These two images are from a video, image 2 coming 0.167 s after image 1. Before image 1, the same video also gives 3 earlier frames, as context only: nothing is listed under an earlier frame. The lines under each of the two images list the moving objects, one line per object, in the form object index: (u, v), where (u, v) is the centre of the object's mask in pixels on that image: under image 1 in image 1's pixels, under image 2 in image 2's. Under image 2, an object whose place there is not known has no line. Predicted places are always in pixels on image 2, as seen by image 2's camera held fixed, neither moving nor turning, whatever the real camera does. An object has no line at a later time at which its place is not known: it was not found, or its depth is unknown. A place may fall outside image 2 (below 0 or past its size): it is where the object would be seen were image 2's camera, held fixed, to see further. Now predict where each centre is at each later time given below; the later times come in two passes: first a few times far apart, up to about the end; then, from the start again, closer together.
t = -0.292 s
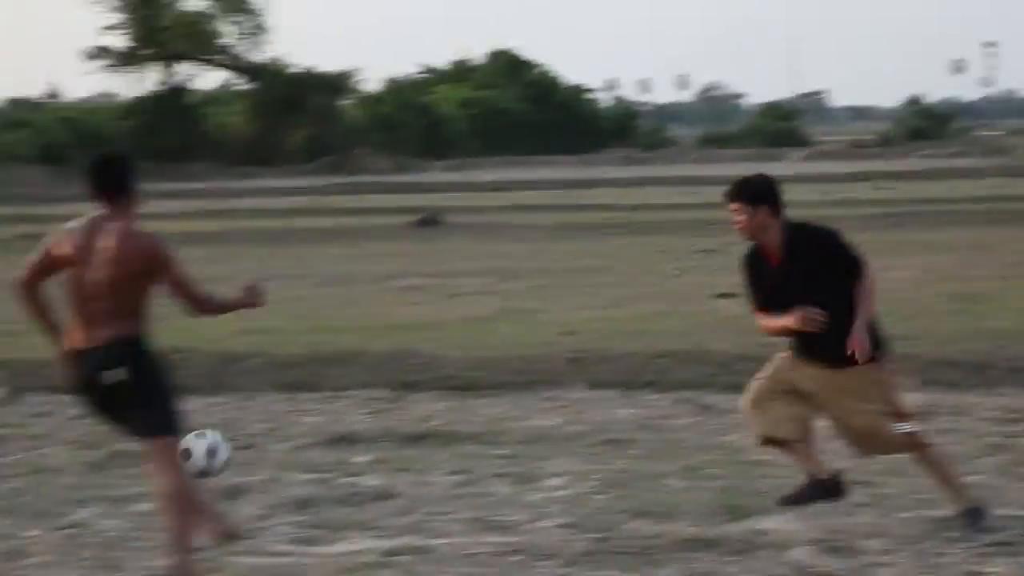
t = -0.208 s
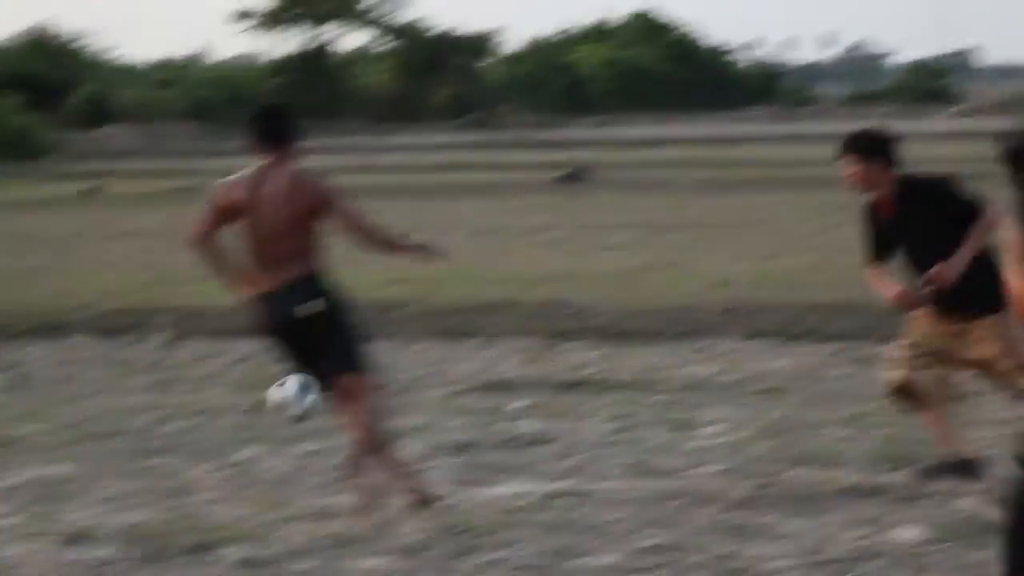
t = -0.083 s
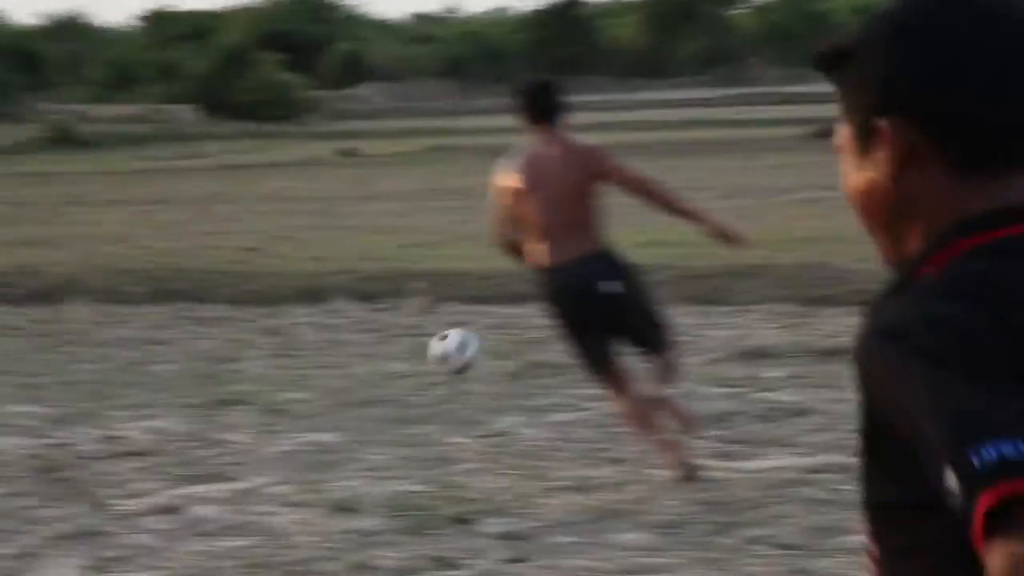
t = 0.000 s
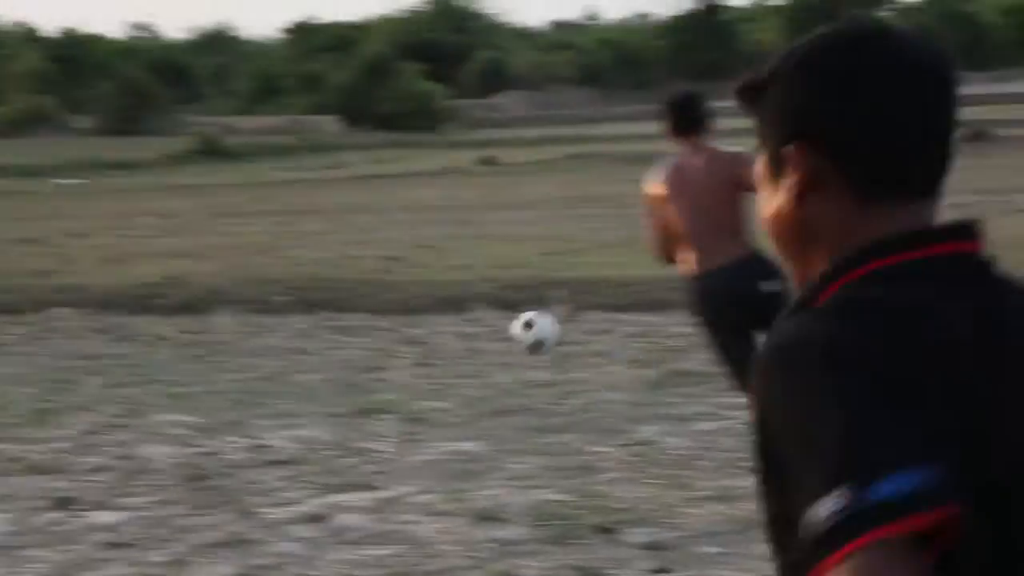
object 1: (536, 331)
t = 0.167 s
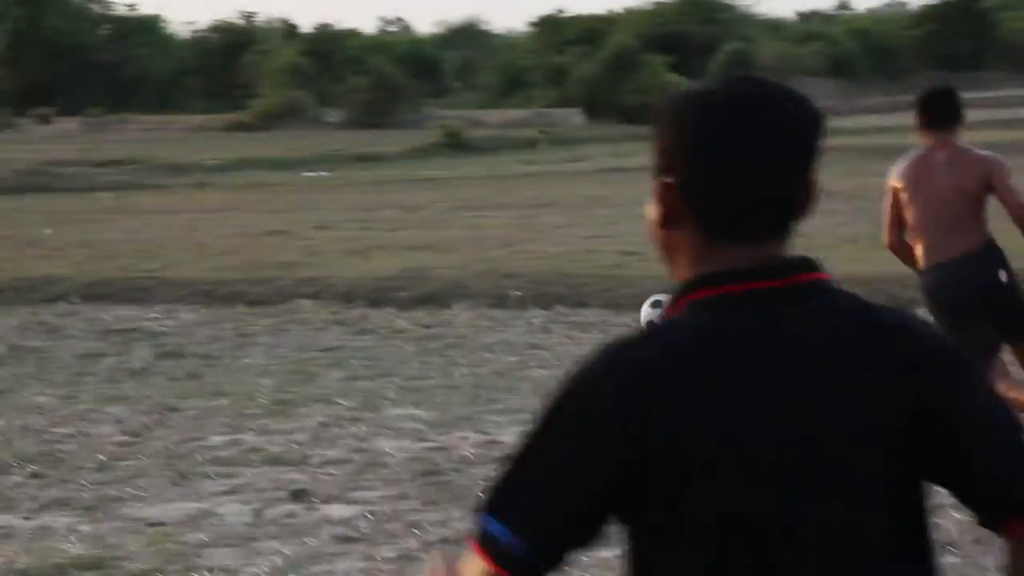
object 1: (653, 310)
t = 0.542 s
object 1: (436, 309)
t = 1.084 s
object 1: (216, 296)
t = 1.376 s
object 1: (115, 293)
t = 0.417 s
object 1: (496, 317)
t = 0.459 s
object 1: (475, 312)
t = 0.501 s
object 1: (456, 309)
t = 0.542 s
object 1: (436, 309)
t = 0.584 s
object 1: (416, 311)
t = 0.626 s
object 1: (400, 317)
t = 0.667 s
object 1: (381, 326)
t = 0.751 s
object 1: (344, 323)
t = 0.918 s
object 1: (275, 313)
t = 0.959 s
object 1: (260, 318)
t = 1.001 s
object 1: (245, 311)
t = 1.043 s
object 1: (230, 300)
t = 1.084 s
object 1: (216, 296)
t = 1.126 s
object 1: (202, 292)
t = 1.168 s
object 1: (189, 289)
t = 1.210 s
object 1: (175, 292)
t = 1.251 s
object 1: (163, 295)
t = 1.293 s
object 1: (151, 301)
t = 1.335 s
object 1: (139, 308)
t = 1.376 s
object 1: (115, 293)
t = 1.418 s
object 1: (103, 287)
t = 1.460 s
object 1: (91, 285)
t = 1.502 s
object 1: (80, 284)
